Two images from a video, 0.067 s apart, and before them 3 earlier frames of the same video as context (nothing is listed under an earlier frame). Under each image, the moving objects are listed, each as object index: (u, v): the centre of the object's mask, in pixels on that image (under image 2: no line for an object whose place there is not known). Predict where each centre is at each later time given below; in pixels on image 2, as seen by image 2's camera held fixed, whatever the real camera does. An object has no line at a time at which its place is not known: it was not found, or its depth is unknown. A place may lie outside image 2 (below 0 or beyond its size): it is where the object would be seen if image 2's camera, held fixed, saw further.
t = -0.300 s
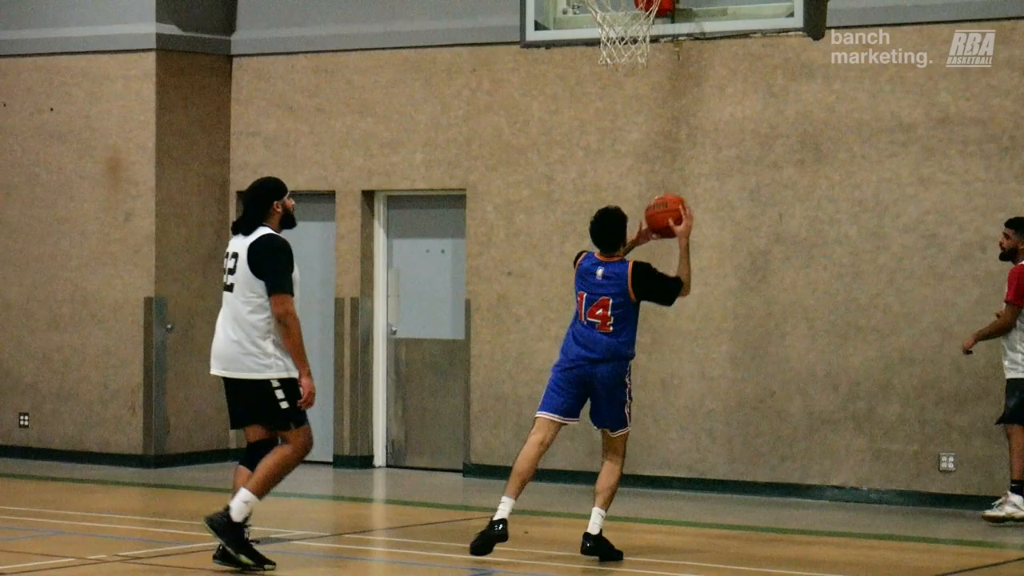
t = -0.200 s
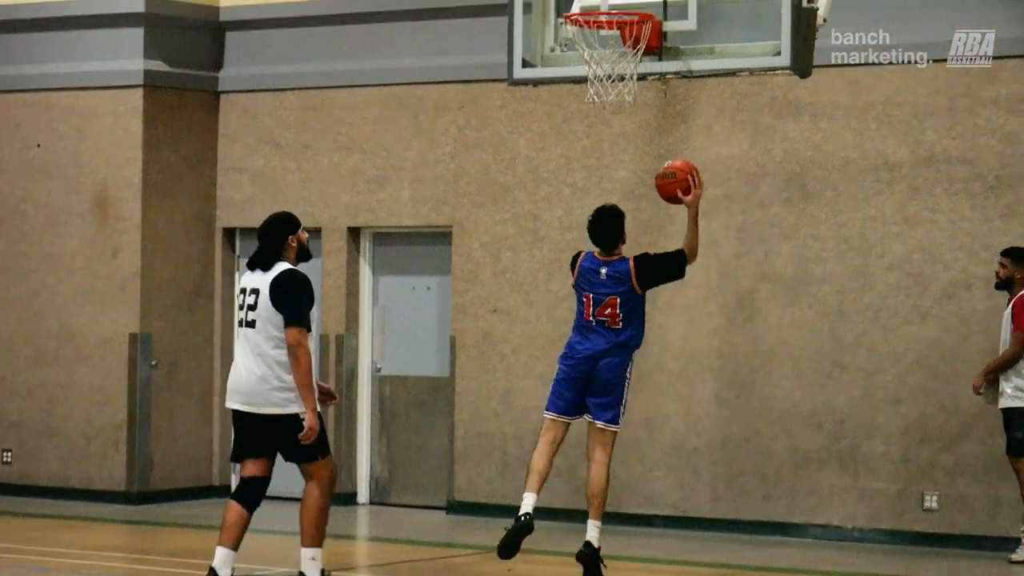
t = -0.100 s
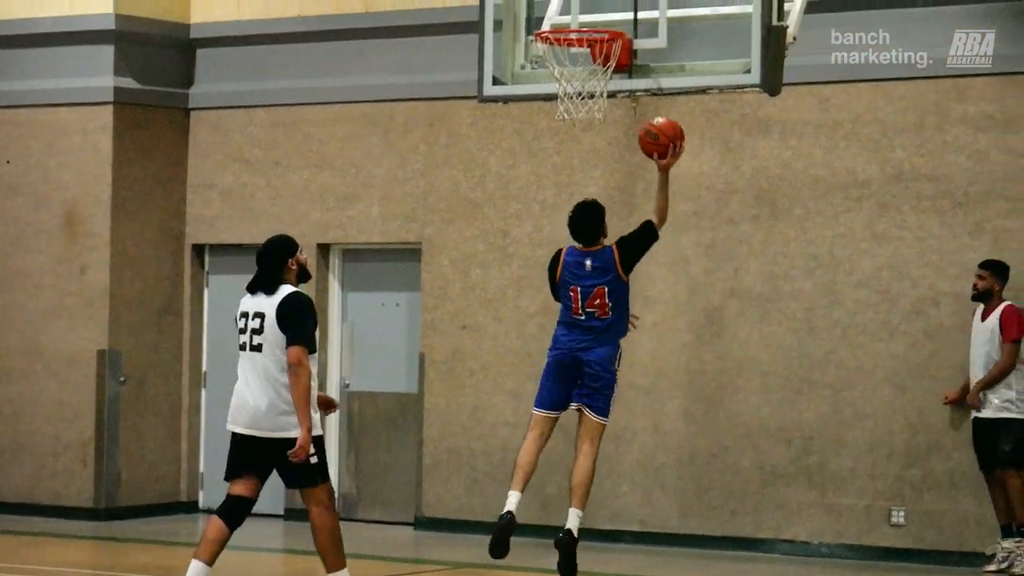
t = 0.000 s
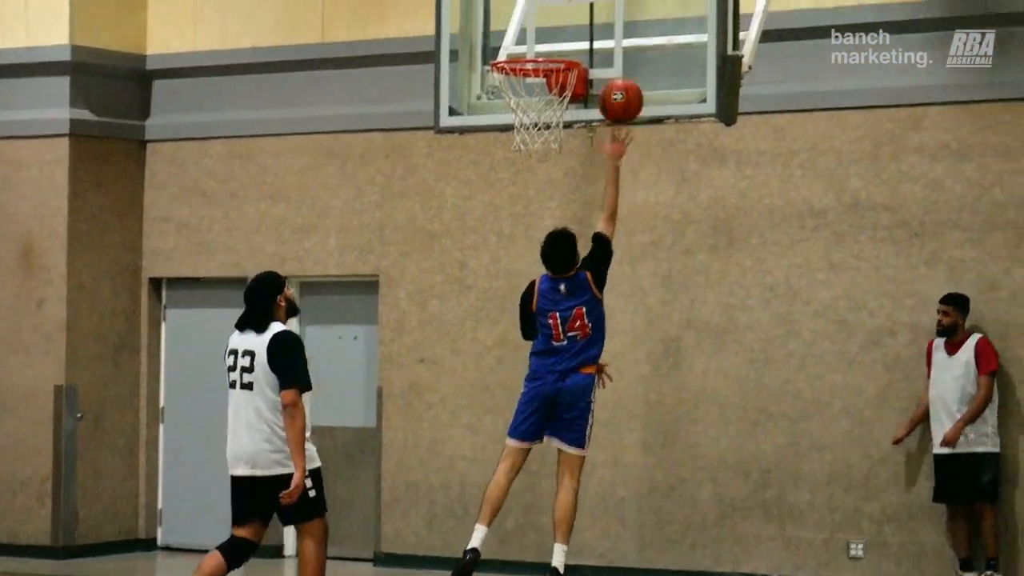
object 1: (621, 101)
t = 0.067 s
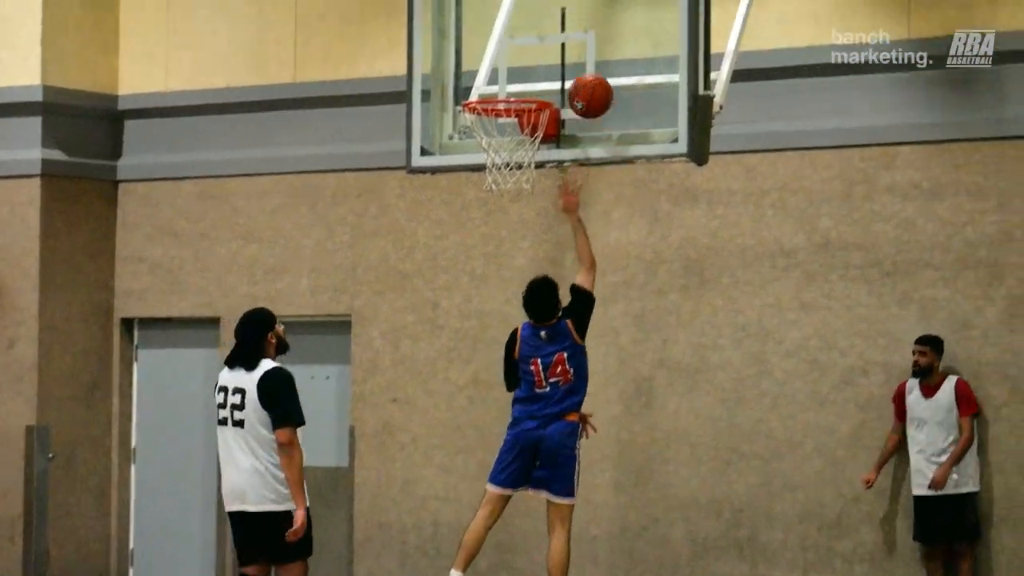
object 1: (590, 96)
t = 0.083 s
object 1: (589, 84)
